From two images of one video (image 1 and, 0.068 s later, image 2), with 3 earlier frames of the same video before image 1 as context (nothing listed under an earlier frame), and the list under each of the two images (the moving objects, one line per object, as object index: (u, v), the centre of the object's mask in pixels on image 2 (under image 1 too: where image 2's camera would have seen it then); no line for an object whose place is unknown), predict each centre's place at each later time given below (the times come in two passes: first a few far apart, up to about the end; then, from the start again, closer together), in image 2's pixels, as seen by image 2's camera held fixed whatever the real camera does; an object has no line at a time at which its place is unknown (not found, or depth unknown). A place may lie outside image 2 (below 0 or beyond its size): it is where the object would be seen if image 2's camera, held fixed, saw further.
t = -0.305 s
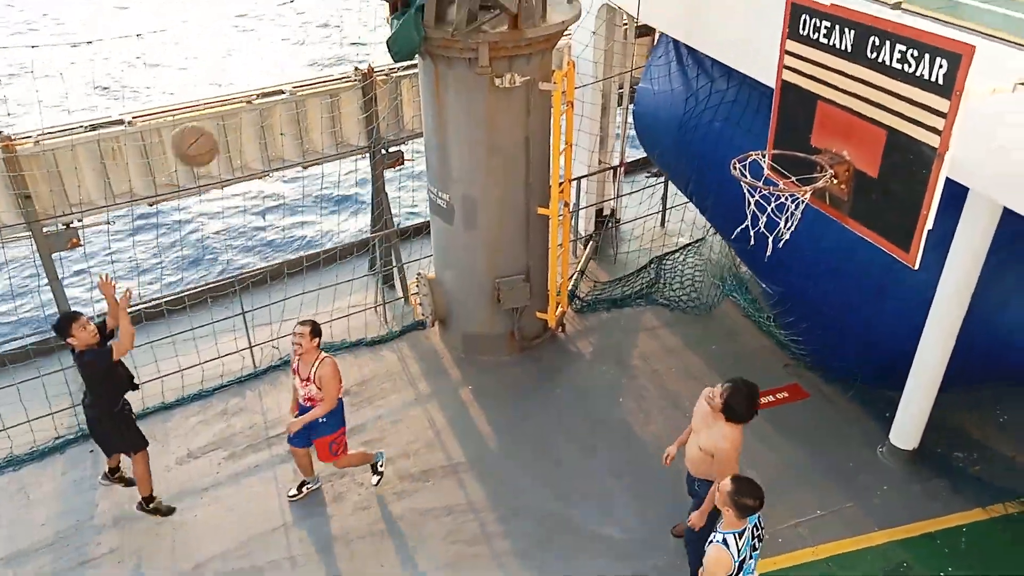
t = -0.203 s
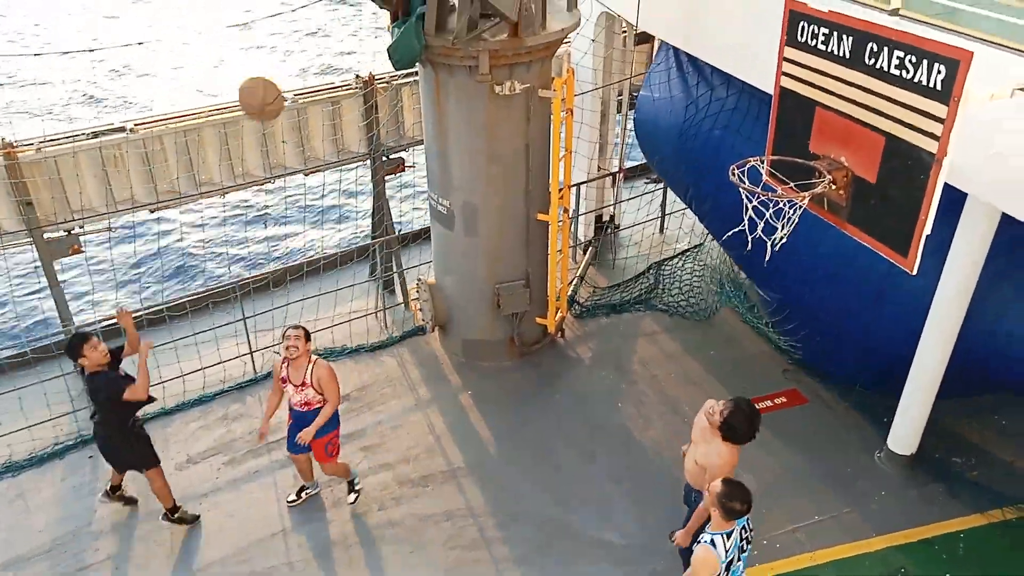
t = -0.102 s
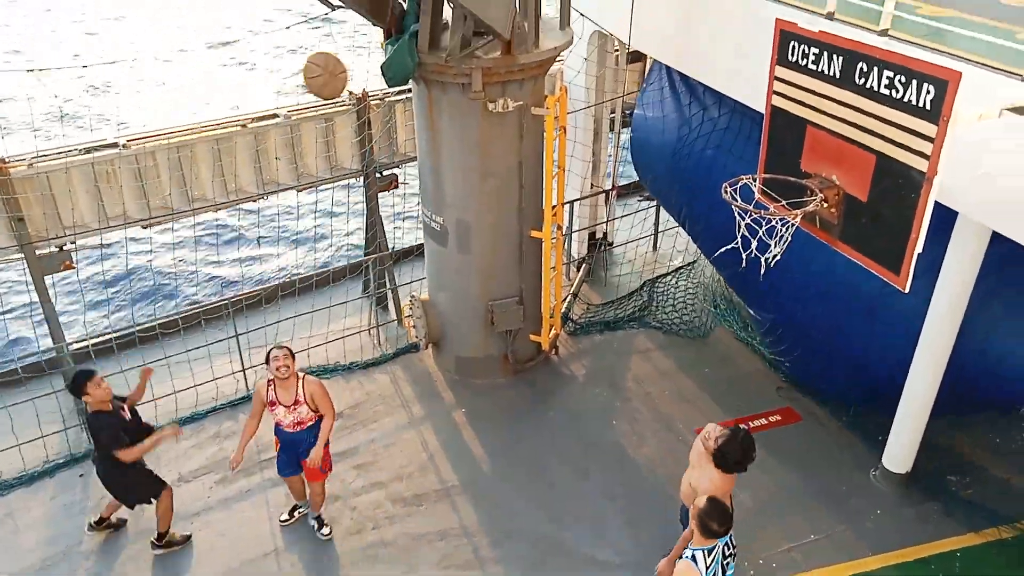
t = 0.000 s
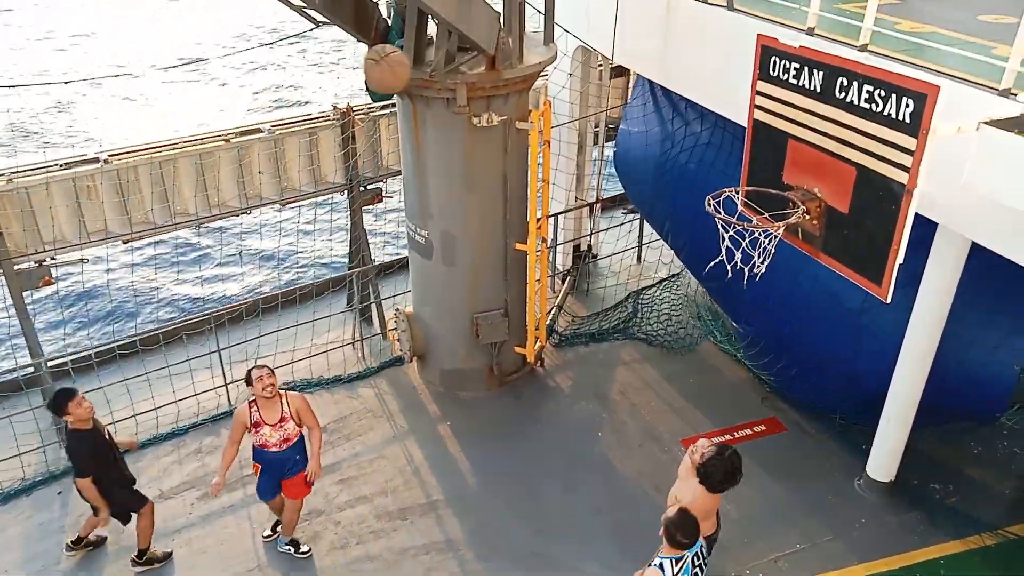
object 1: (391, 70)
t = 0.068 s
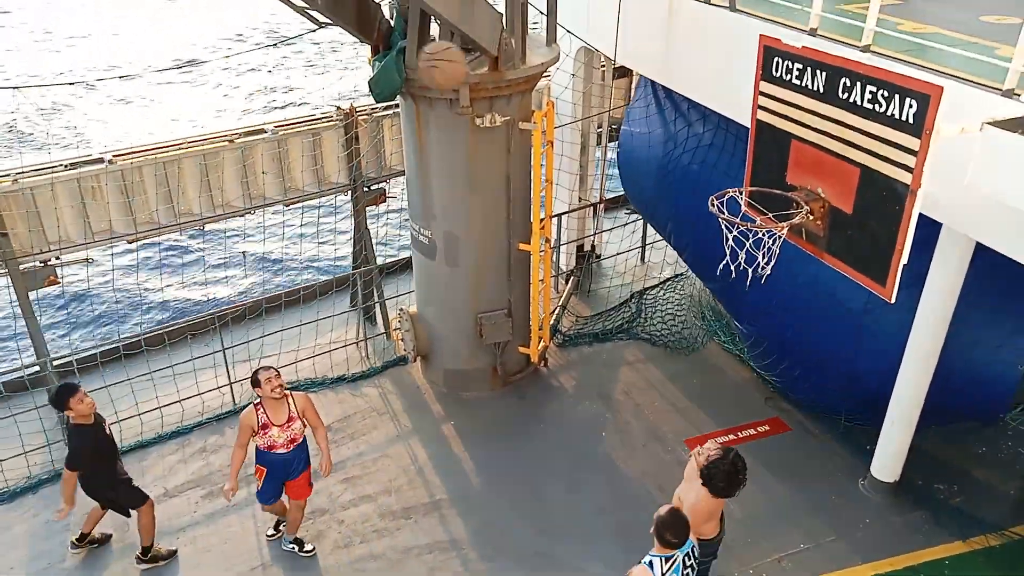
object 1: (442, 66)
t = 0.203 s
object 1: (550, 83)
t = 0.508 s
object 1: (777, 234)
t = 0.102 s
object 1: (469, 67)
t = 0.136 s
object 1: (496, 70)
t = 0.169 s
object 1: (522, 74)
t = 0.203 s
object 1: (550, 83)
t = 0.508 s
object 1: (777, 234)
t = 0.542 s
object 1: (792, 251)
